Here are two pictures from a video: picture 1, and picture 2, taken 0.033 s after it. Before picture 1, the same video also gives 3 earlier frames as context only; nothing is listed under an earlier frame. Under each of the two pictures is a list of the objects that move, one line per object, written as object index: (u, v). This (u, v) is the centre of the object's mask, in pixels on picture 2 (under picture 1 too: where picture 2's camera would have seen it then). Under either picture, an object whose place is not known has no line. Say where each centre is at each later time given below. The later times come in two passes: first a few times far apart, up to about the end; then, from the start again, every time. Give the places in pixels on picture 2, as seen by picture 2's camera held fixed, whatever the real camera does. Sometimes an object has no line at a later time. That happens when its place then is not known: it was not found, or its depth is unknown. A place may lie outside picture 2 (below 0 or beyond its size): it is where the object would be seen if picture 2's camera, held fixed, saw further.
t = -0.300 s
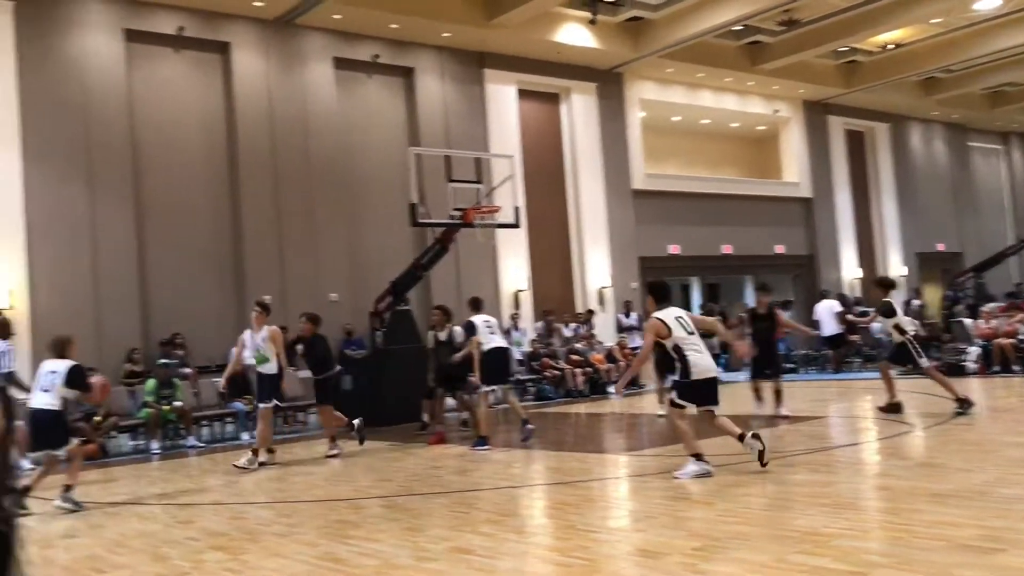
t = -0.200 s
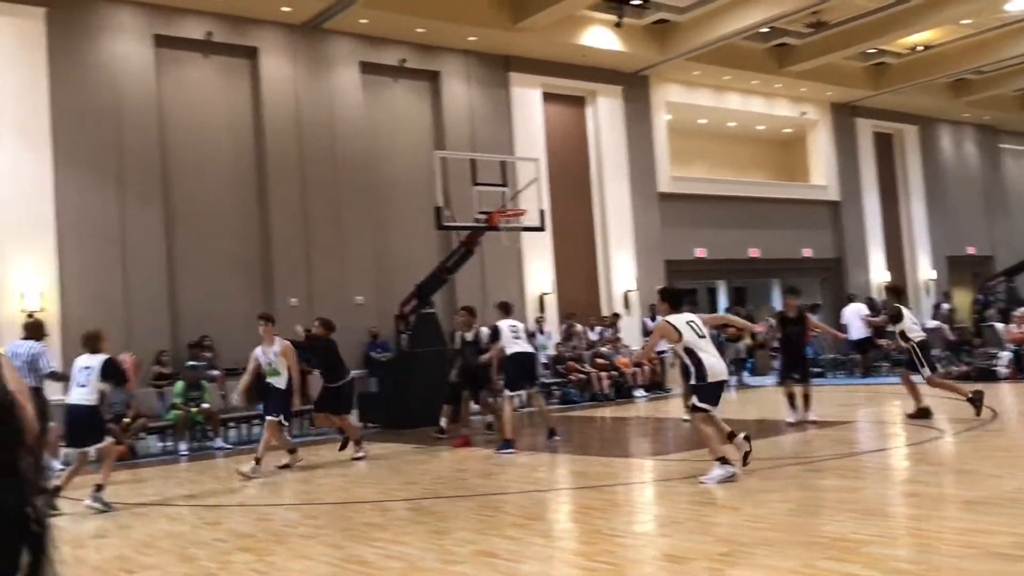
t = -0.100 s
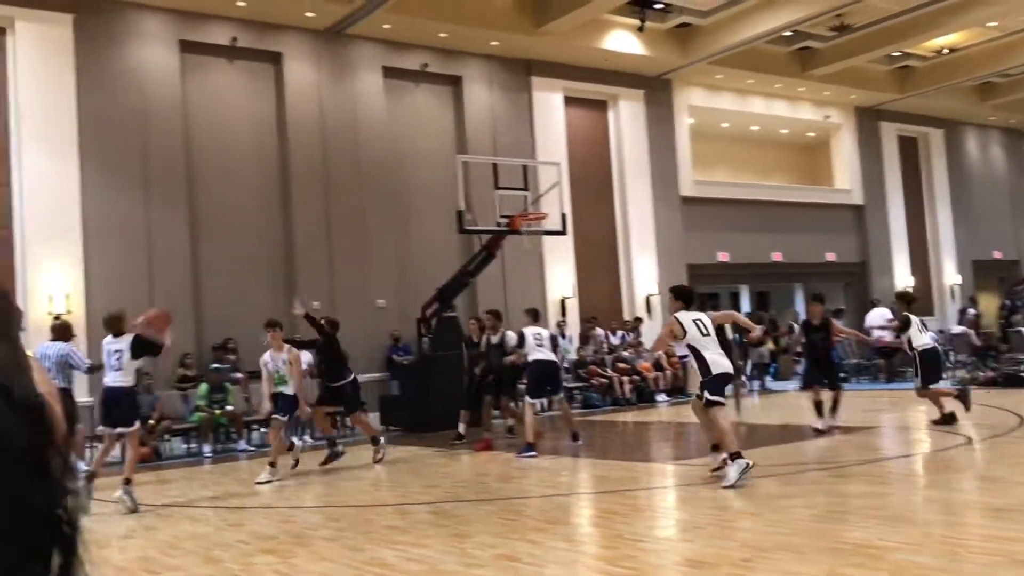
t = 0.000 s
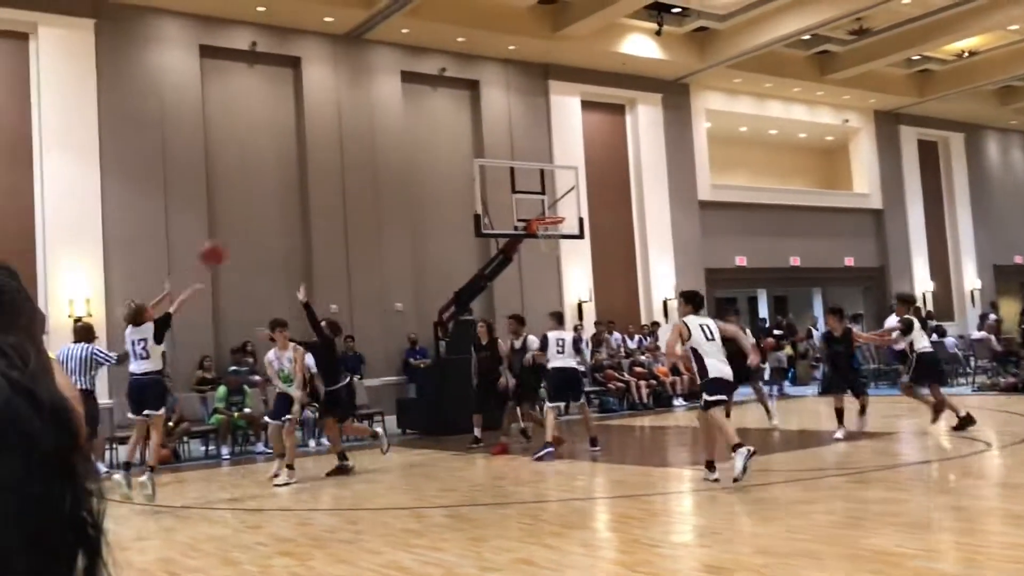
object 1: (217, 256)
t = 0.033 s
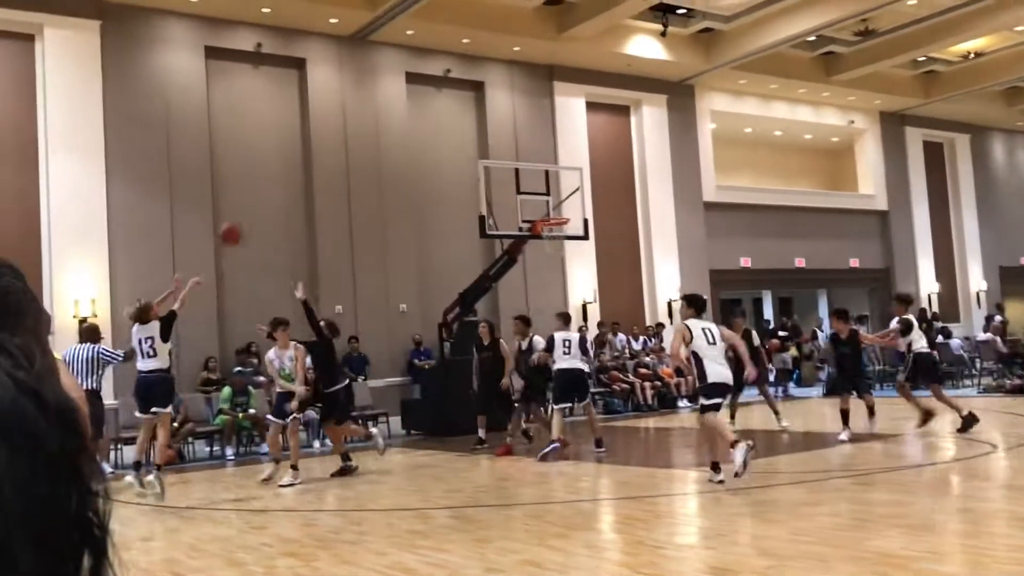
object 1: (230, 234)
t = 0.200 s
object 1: (291, 156)
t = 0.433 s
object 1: (367, 96)
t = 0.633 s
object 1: (426, 86)
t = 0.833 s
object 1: (478, 109)
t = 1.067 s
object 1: (533, 165)
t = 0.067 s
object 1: (243, 216)
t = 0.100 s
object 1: (254, 200)
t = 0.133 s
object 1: (267, 183)
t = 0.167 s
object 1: (280, 169)
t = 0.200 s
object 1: (291, 156)
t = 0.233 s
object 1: (303, 143)
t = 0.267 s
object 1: (315, 133)
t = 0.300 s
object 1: (326, 123)
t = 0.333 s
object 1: (337, 115)
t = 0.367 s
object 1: (347, 107)
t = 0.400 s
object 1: (357, 101)
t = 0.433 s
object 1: (367, 96)
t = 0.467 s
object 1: (378, 92)
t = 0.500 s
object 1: (388, 89)
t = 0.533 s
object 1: (397, 87)
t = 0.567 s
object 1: (406, 86)
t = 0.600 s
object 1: (416, 86)
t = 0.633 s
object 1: (426, 86)
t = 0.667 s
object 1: (435, 87)
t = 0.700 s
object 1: (443, 90)
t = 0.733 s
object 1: (452, 92)
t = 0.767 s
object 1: (461, 97)
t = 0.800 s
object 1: (470, 102)
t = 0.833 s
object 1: (478, 109)
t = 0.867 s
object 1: (486, 115)
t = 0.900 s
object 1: (493, 121)
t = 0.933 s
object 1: (502, 128)
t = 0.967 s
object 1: (510, 137)
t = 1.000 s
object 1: (518, 145)
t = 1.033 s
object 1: (526, 155)
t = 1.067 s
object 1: (533, 165)
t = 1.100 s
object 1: (541, 177)
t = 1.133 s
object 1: (548, 188)
